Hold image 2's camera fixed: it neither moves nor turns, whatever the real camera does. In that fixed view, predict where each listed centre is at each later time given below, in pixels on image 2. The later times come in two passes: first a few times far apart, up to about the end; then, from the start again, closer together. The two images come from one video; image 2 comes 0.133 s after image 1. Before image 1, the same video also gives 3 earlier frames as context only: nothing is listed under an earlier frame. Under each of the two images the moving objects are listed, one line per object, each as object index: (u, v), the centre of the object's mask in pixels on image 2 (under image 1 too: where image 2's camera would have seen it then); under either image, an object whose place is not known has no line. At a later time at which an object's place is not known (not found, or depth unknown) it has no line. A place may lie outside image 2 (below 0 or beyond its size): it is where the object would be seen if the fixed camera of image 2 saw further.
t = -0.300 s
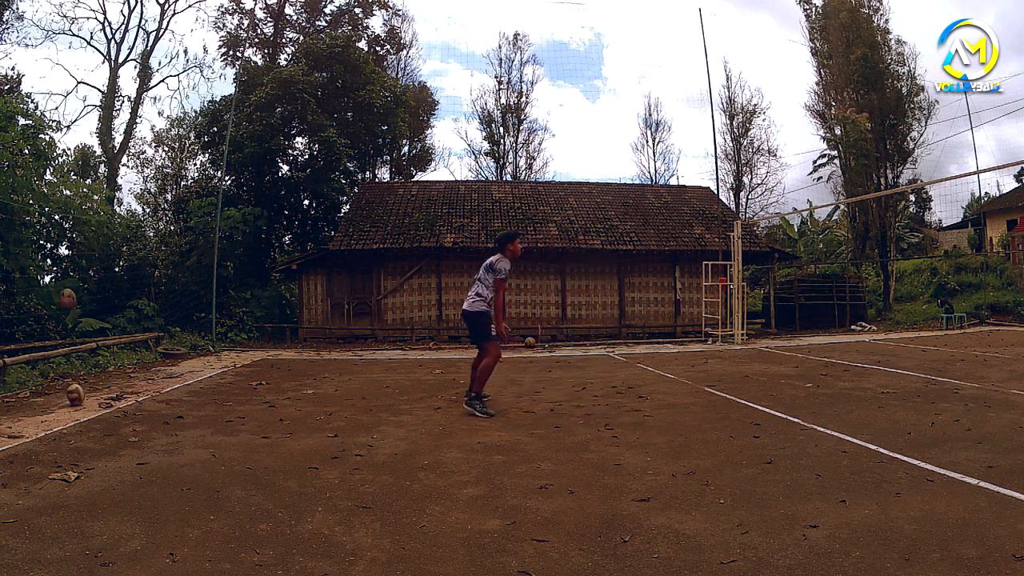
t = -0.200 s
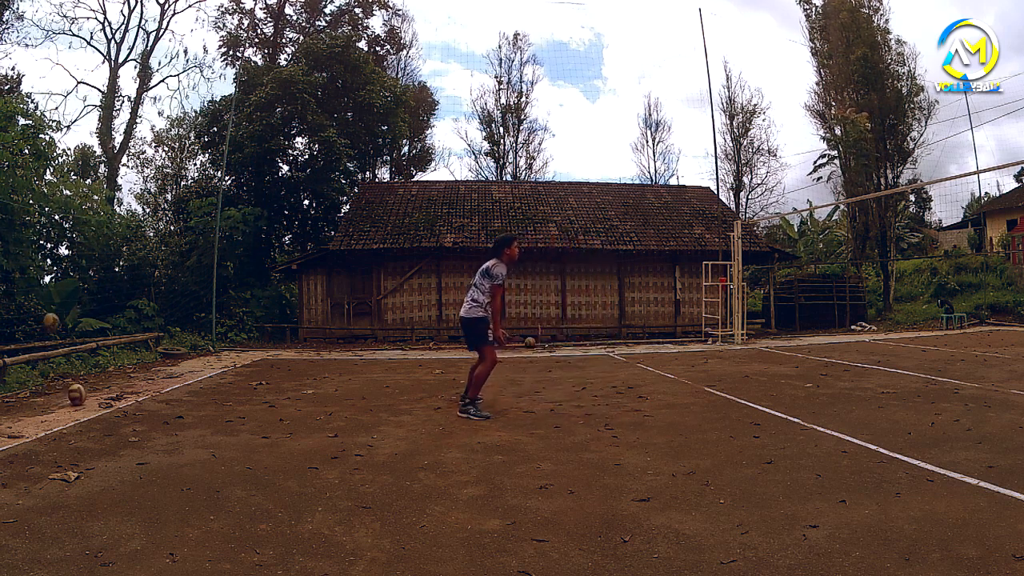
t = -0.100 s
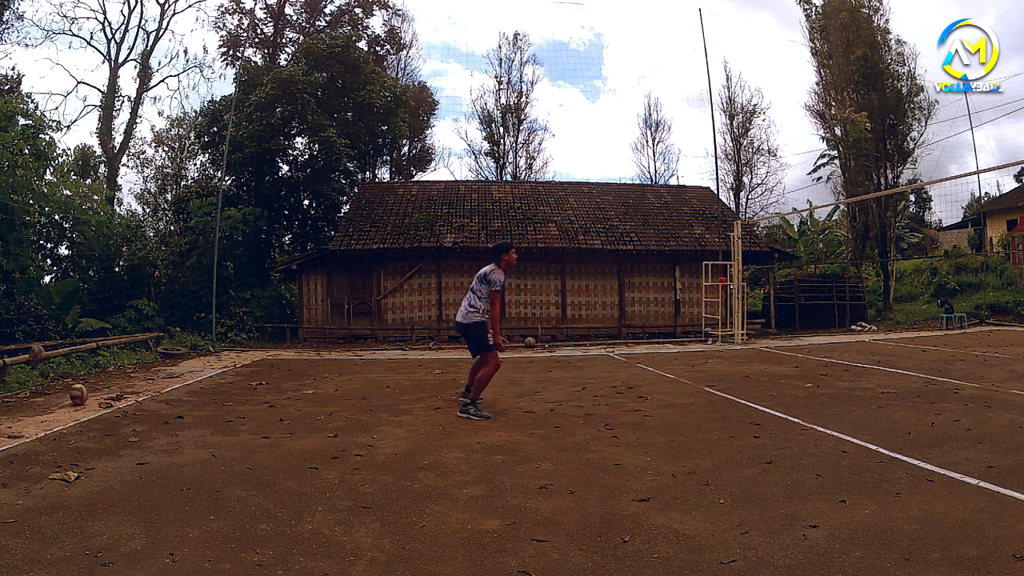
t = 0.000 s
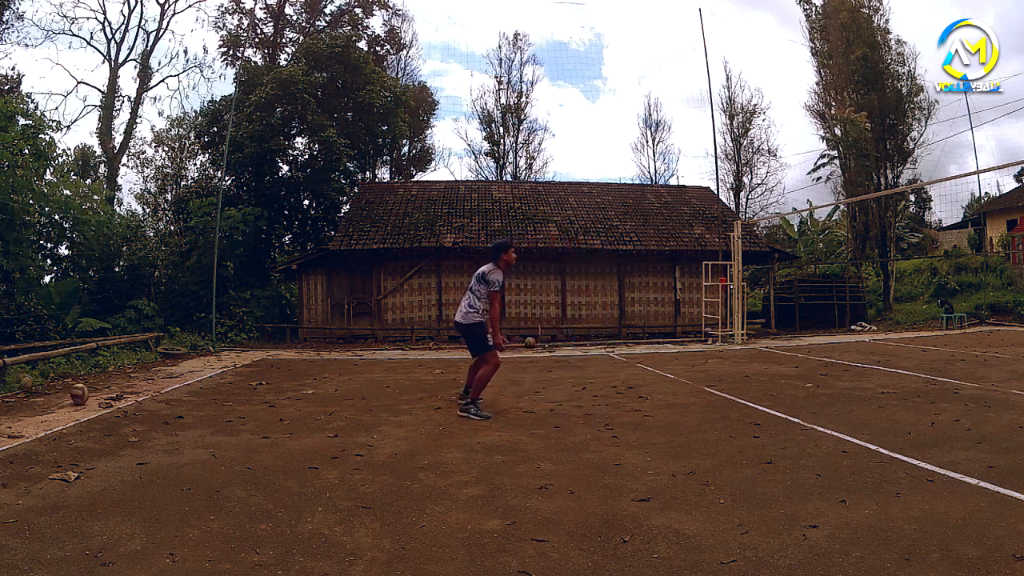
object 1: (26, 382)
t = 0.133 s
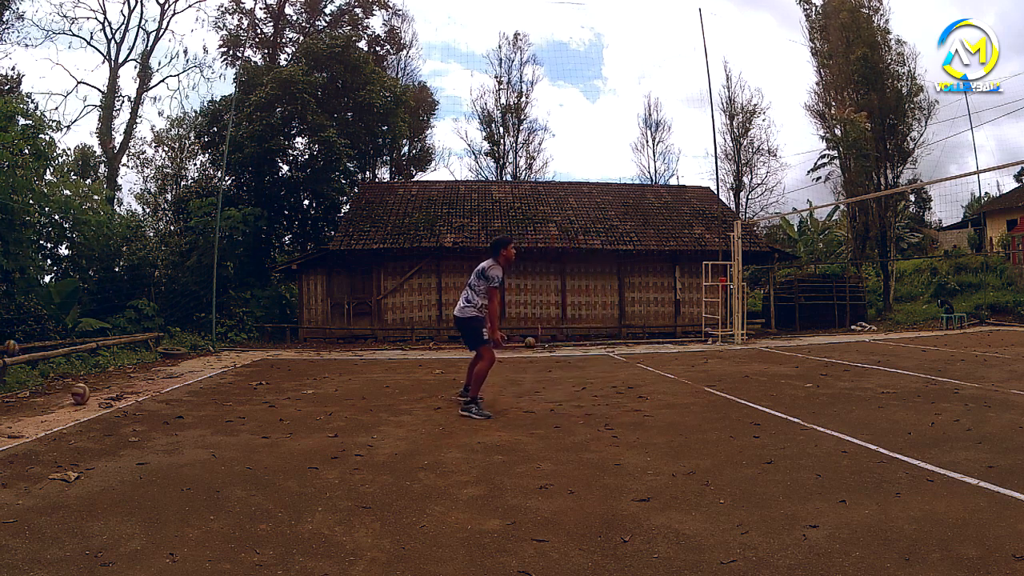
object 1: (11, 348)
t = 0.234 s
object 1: (5, 337)
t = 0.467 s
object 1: (3, 340)
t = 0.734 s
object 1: (9, 367)
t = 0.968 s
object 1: (13, 372)
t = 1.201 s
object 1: (10, 381)
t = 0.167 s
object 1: (7, 342)
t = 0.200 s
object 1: (6, 339)
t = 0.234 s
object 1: (5, 337)
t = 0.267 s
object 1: (4, 336)
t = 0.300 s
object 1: (4, 336)
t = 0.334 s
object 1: (3, 336)
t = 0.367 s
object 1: (3, 336)
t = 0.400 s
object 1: (3, 337)
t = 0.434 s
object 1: (3, 339)
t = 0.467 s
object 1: (3, 340)
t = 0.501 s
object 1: (3, 343)
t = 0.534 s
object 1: (3, 346)
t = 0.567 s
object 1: (3, 352)
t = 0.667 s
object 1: (5, 361)
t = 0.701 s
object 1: (7, 363)
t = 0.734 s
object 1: (9, 367)
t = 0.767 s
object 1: (12, 372)
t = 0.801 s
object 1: (13, 375)
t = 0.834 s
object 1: (15, 379)
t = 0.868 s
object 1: (17, 380)
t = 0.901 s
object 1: (15, 376)
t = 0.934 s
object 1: (14, 374)
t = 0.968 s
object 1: (13, 372)
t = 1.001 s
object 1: (11, 370)
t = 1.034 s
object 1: (11, 370)
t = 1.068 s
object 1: (10, 371)
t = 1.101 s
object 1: (10, 372)
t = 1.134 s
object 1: (10, 374)
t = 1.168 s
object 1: (10, 377)
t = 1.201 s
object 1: (10, 381)
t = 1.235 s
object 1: (10, 383)
